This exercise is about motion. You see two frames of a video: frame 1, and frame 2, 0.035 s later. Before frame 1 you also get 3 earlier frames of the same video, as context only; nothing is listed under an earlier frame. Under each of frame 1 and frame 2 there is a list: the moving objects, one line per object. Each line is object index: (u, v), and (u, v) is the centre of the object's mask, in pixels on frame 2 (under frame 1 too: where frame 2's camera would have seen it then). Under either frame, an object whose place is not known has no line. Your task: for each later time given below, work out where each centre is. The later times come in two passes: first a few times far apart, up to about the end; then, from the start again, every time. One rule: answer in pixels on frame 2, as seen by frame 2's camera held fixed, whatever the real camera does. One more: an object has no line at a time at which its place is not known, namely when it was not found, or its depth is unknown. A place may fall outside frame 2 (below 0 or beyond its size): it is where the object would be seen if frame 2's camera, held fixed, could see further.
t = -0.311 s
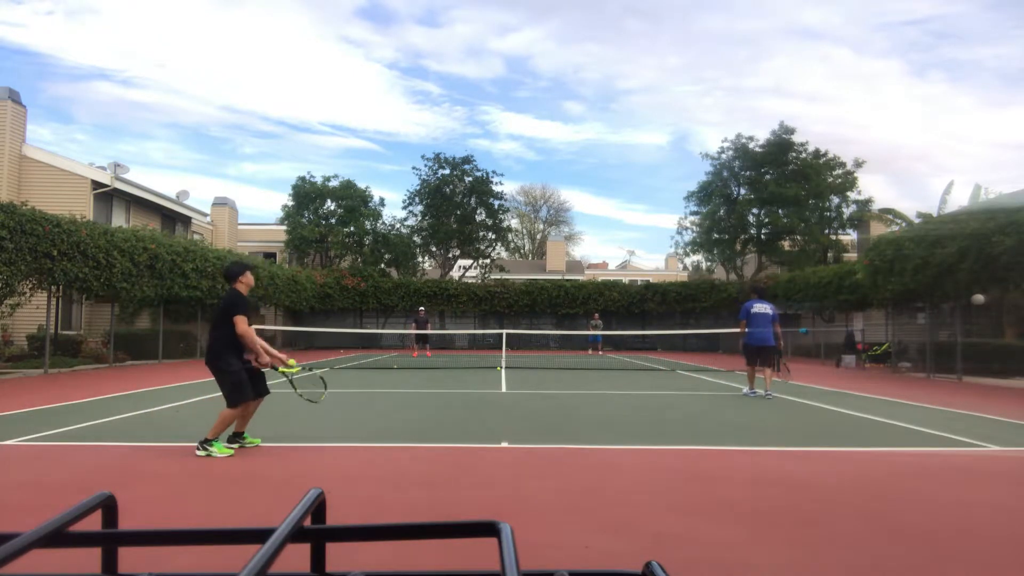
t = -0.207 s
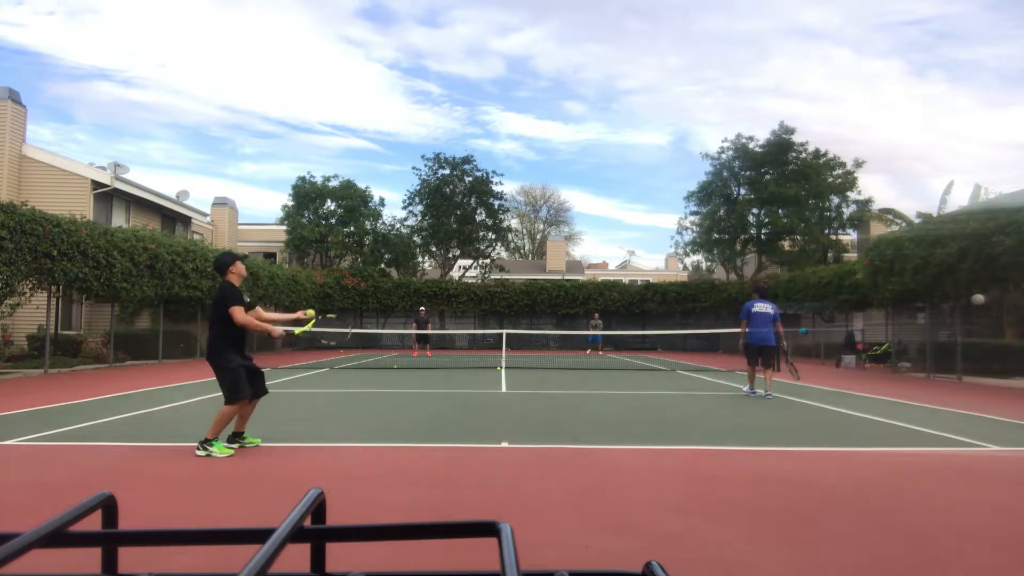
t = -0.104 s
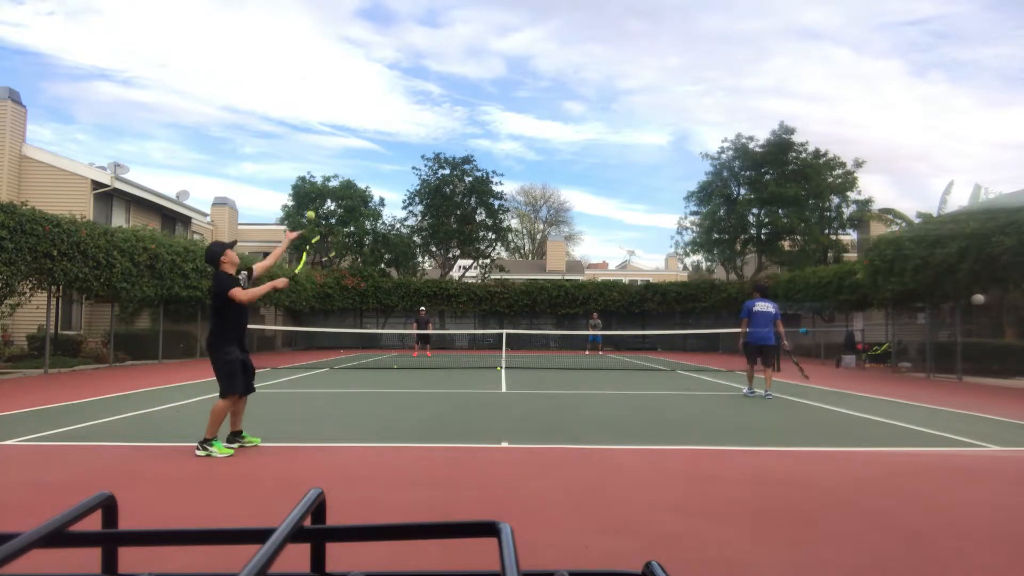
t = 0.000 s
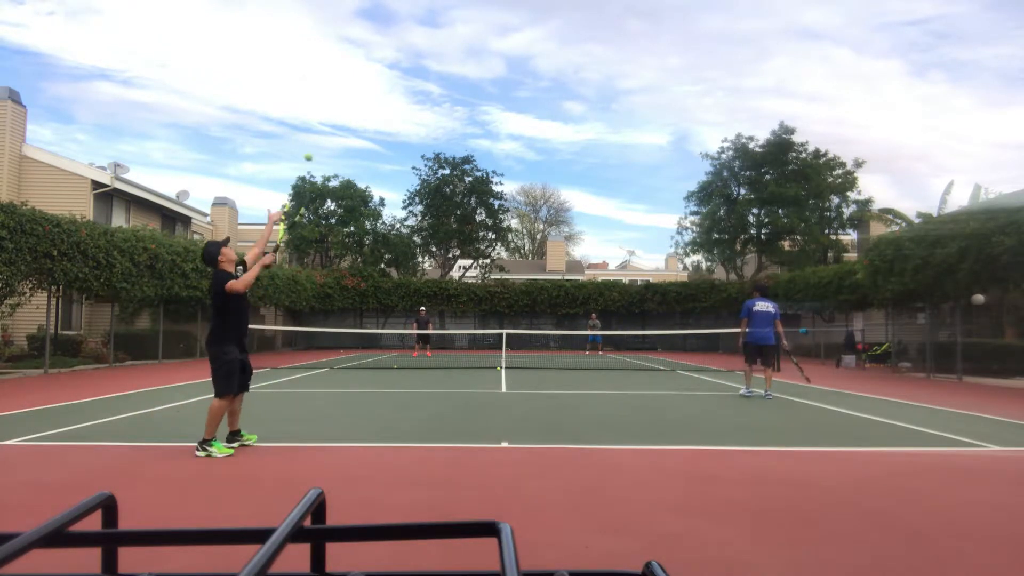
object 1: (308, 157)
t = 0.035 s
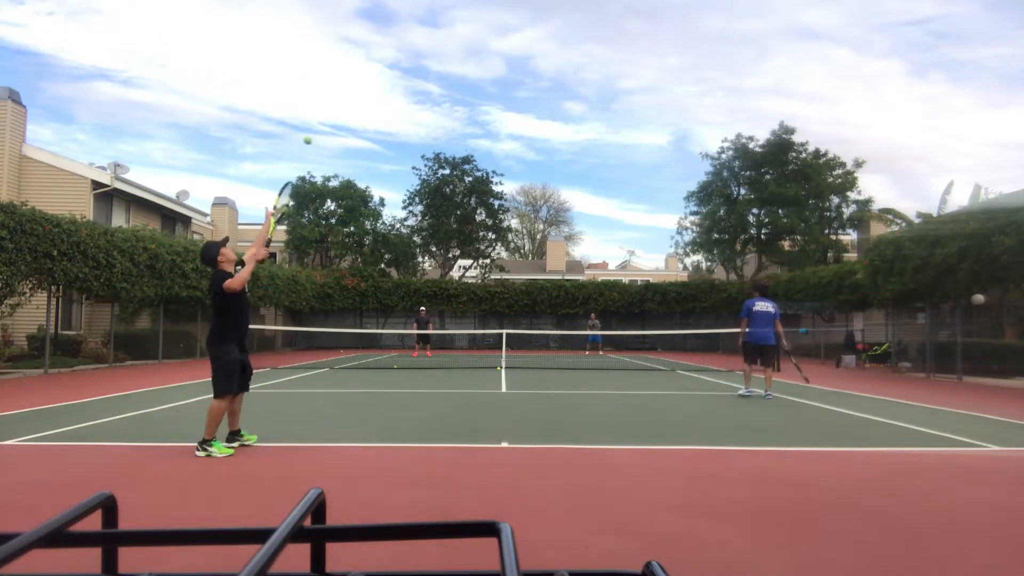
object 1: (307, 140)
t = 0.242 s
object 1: (303, 70)
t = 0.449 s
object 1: (297, 47)
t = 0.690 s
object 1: (290, 78)
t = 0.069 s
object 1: (307, 125)
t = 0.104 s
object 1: (306, 111)
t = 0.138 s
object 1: (305, 98)
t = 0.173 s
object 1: (304, 87)
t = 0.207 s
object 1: (304, 78)
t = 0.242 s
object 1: (303, 70)
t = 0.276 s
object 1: (302, 63)
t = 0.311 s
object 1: (301, 57)
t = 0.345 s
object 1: (300, 53)
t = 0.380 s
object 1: (299, 49)
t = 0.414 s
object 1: (298, 48)
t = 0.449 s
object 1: (297, 47)
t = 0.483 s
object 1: (296, 48)
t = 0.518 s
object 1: (295, 50)
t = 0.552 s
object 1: (294, 53)
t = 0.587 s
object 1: (293, 57)
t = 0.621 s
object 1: (292, 63)
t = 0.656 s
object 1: (291, 70)
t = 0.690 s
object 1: (290, 78)
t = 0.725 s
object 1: (289, 88)
